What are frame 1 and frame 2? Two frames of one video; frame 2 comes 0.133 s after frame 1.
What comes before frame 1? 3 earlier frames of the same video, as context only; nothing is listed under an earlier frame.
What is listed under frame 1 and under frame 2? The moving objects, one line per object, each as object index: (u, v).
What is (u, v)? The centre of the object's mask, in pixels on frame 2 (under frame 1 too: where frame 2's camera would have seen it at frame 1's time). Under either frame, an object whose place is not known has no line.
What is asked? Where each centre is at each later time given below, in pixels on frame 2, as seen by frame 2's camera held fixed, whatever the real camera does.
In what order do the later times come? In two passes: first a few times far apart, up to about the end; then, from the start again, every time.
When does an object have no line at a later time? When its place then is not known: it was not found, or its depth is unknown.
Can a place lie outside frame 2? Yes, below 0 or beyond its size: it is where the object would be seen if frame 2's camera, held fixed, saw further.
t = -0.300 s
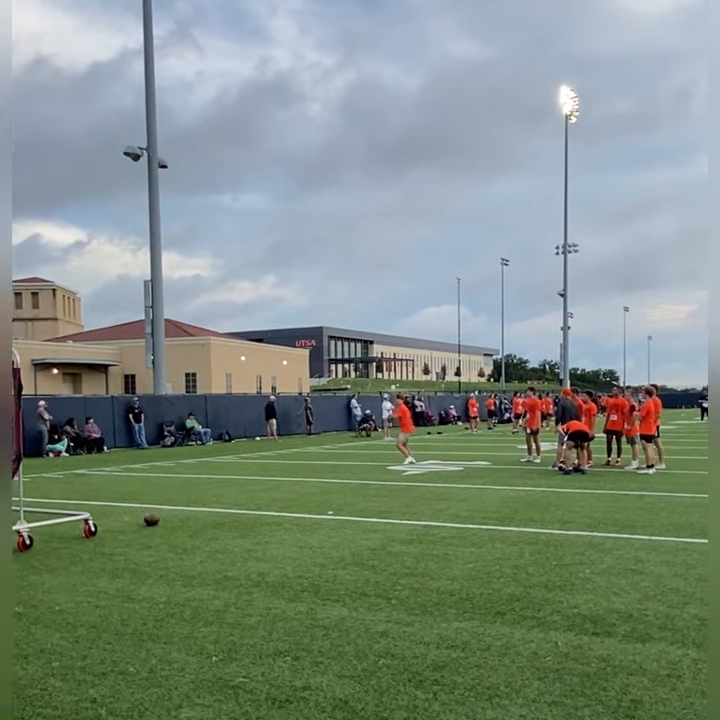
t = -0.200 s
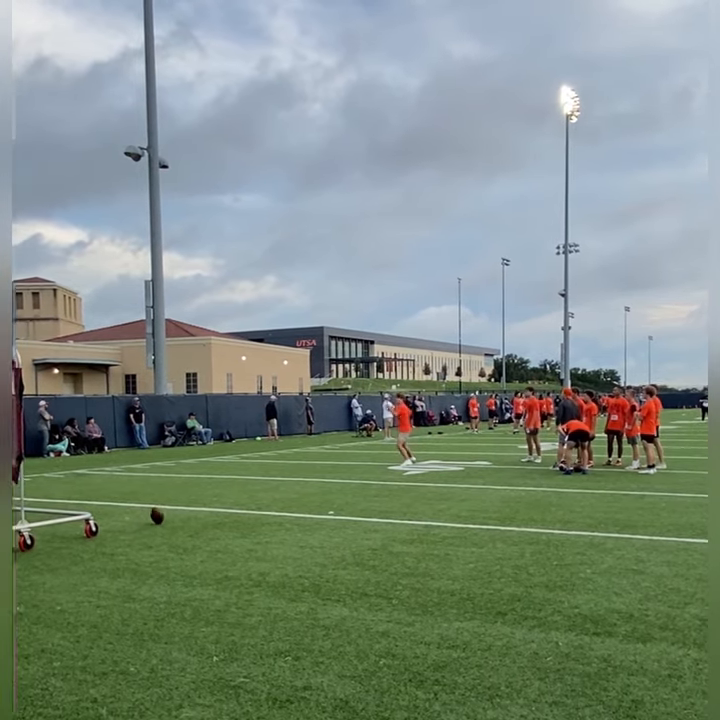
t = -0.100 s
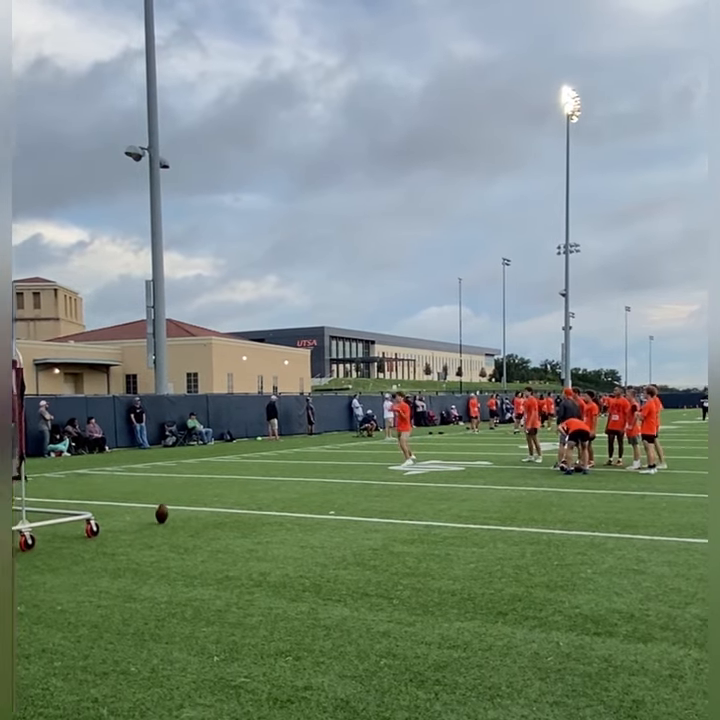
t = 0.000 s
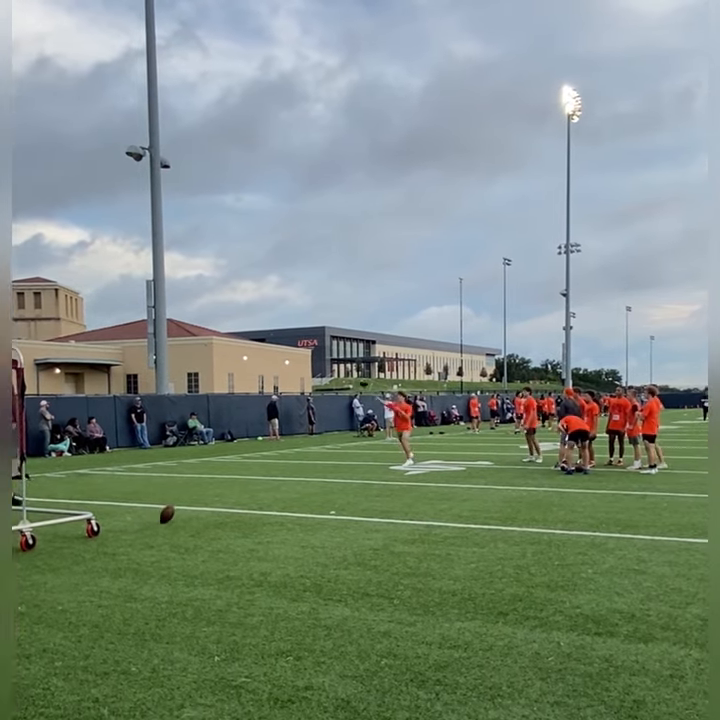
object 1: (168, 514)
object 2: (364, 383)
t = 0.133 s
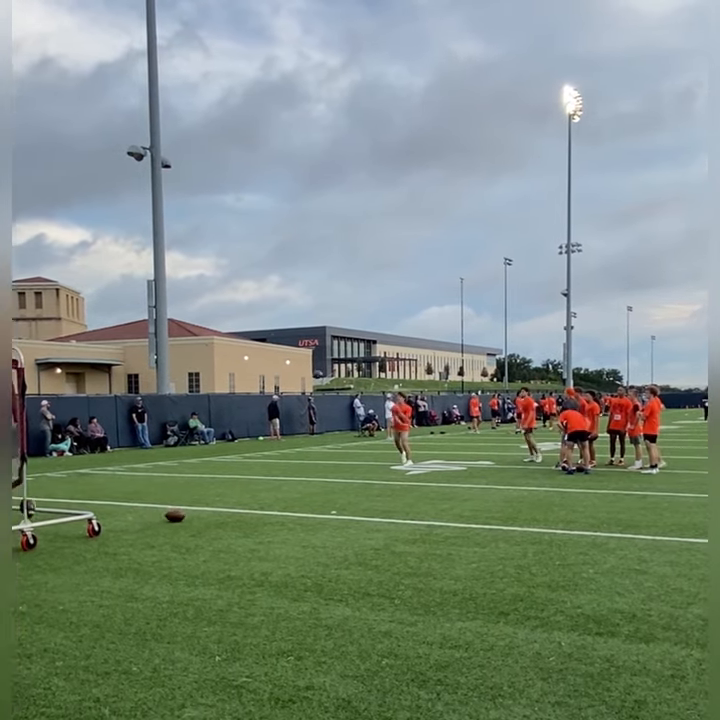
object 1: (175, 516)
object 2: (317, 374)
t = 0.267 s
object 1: (180, 512)
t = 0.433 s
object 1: (183, 511)
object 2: (150, 392)
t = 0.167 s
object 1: (176, 515)
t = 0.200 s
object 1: (178, 514)
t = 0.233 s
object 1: (179, 513)
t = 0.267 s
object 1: (180, 512)
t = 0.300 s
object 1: (181, 512)
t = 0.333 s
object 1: (182, 511)
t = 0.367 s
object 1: (183, 511)
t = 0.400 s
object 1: (183, 511)
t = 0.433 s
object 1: (183, 511)
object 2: (150, 392)
